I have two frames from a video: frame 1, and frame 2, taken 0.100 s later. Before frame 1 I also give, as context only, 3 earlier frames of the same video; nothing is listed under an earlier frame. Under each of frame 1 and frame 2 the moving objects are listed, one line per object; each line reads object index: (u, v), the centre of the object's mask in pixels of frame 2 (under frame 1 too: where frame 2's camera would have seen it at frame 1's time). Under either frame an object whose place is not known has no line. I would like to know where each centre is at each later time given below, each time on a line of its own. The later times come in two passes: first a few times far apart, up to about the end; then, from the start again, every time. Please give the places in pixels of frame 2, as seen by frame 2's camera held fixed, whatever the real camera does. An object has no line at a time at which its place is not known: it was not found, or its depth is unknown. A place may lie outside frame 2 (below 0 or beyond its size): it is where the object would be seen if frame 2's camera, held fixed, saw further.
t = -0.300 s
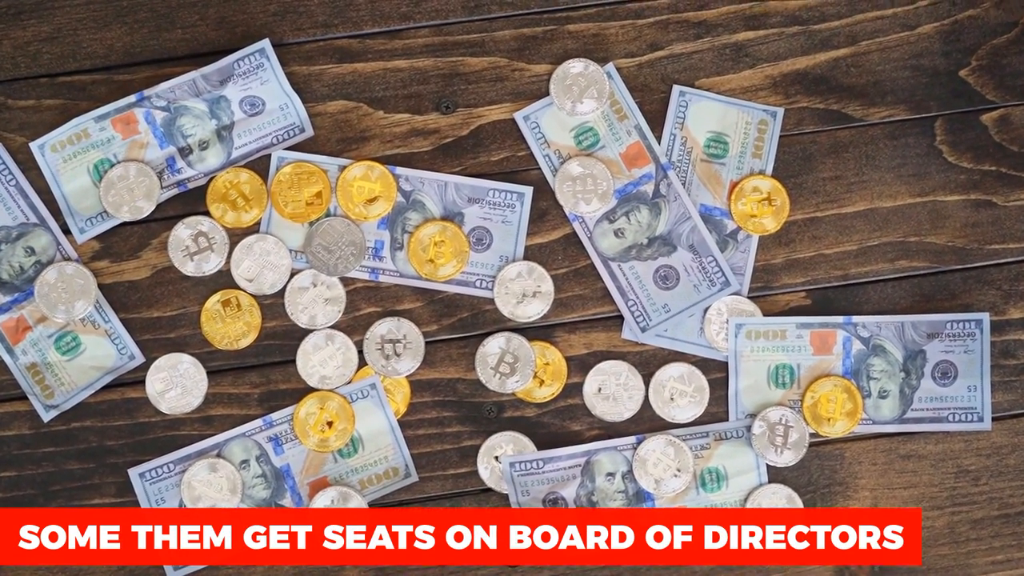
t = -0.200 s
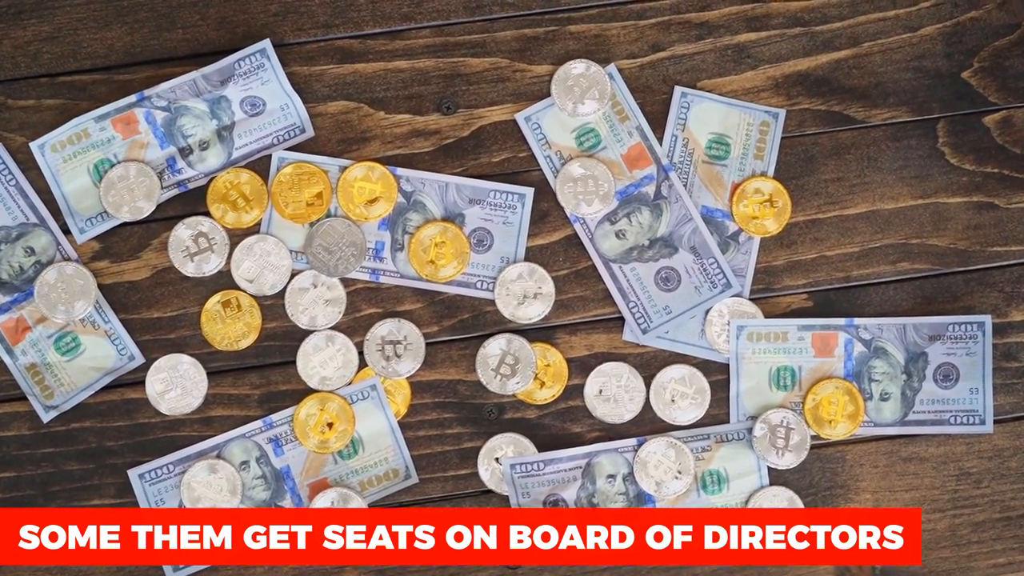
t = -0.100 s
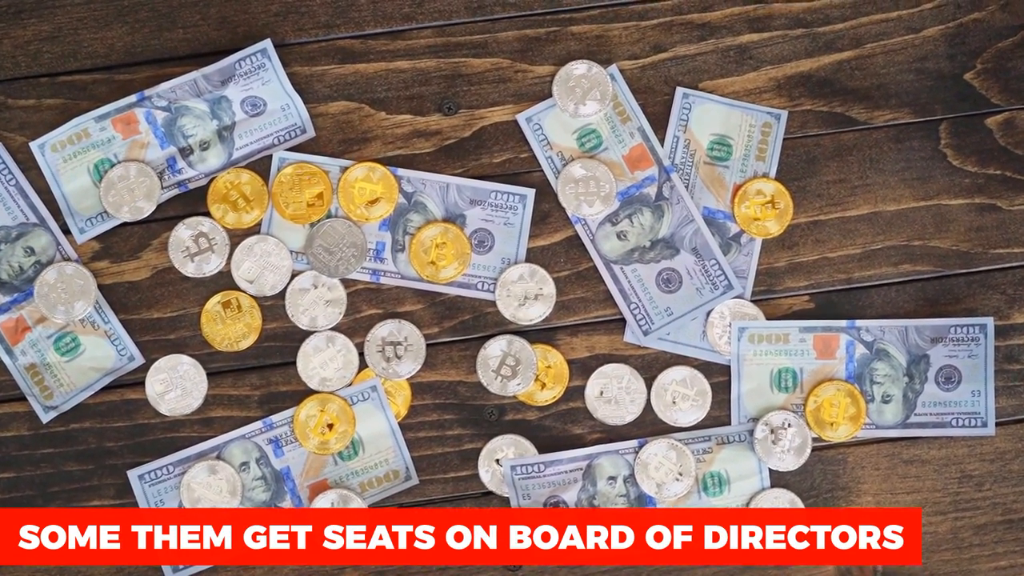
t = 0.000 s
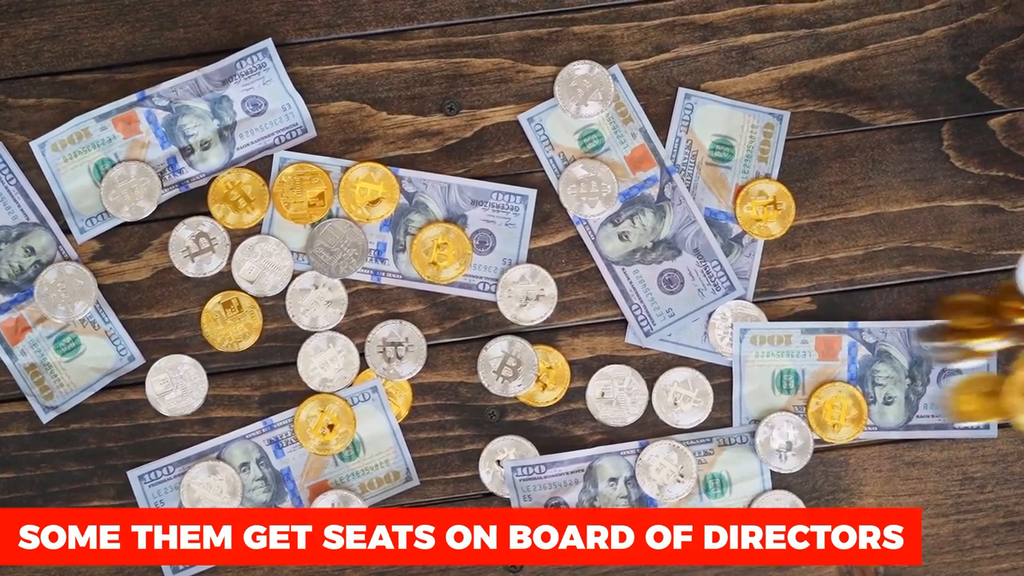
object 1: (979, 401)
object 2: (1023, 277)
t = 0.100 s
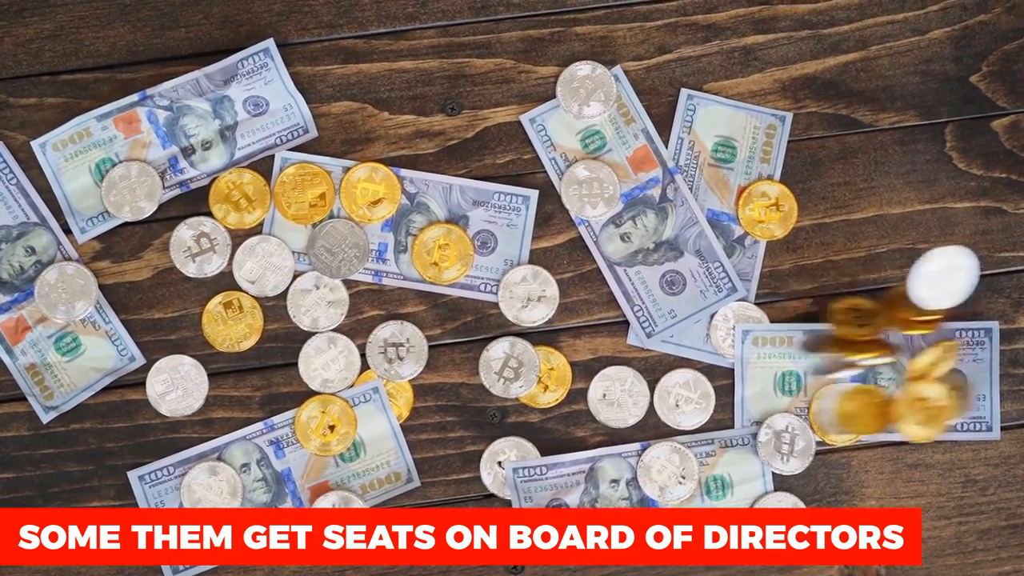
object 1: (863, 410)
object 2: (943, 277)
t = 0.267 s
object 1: (757, 441)
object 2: (830, 327)
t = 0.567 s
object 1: (631, 459)
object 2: (753, 362)
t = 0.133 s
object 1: (832, 412)
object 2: (906, 282)
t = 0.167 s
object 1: (821, 412)
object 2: (870, 289)
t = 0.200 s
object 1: (795, 425)
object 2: (856, 301)
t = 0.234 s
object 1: (775, 434)
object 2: (842, 315)
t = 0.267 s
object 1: (757, 441)
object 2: (830, 327)
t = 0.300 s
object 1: (739, 446)
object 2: (820, 335)
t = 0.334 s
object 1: (721, 450)
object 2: (807, 344)
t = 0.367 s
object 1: (706, 453)
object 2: (790, 351)
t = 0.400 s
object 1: (691, 455)
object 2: (769, 351)
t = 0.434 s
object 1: (676, 458)
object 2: (763, 354)
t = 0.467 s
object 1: (661, 459)
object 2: (757, 357)
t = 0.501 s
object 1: (649, 460)
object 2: (753, 359)
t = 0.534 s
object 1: (640, 460)
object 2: (753, 361)
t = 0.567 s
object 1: (631, 459)
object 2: (753, 362)
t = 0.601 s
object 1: (622, 459)
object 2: (752, 363)
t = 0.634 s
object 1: (616, 458)
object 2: (752, 363)
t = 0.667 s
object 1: (611, 456)
